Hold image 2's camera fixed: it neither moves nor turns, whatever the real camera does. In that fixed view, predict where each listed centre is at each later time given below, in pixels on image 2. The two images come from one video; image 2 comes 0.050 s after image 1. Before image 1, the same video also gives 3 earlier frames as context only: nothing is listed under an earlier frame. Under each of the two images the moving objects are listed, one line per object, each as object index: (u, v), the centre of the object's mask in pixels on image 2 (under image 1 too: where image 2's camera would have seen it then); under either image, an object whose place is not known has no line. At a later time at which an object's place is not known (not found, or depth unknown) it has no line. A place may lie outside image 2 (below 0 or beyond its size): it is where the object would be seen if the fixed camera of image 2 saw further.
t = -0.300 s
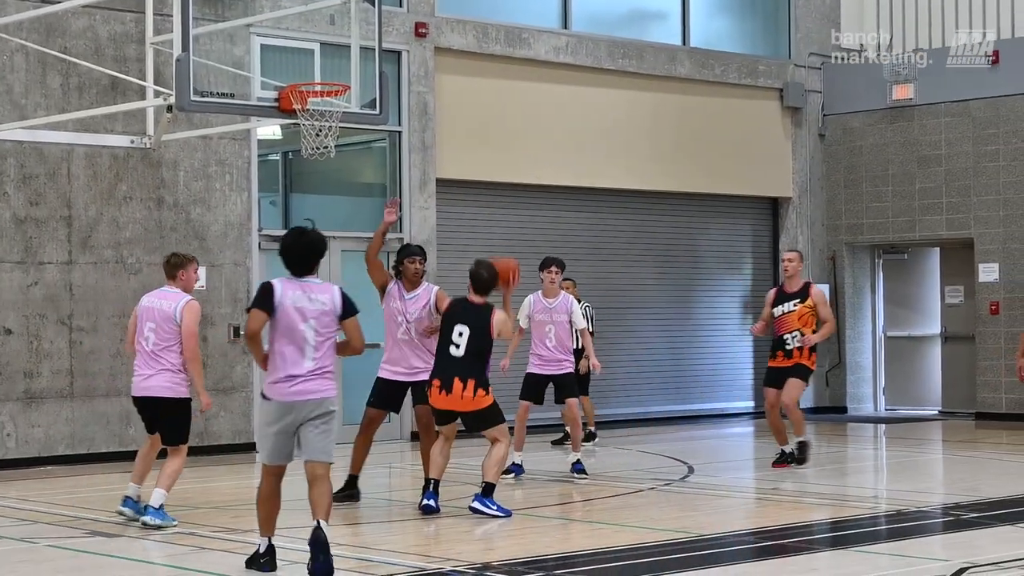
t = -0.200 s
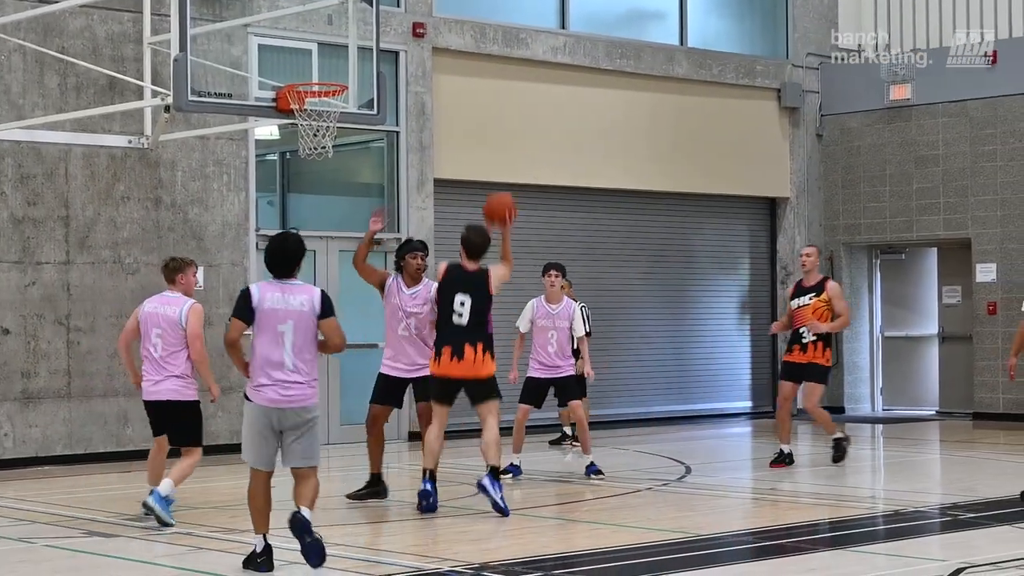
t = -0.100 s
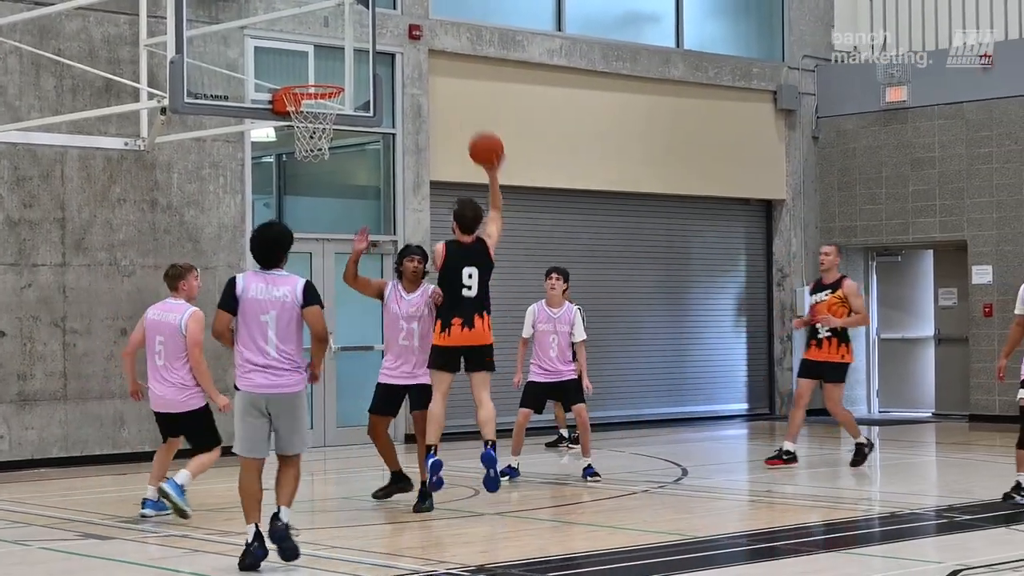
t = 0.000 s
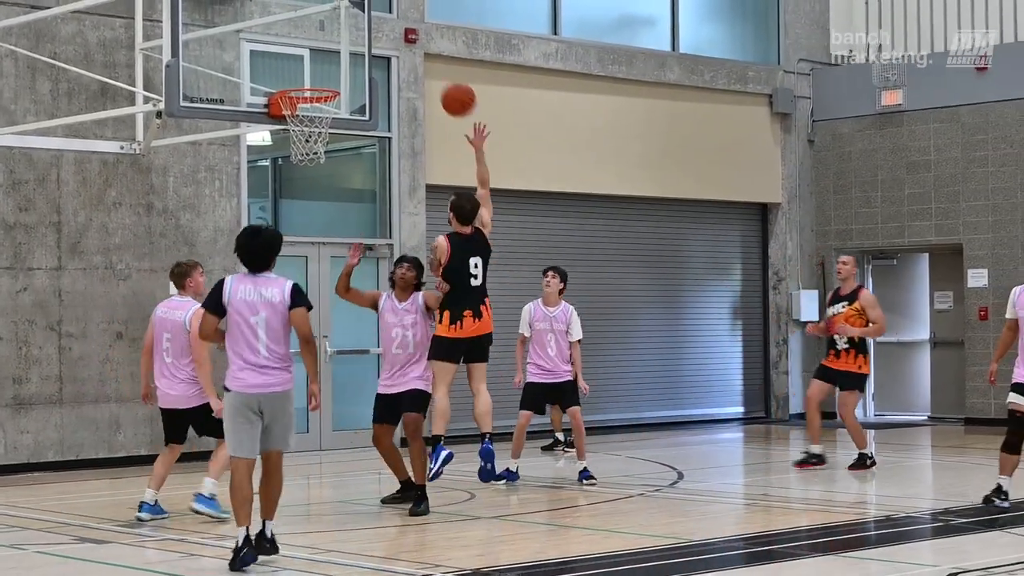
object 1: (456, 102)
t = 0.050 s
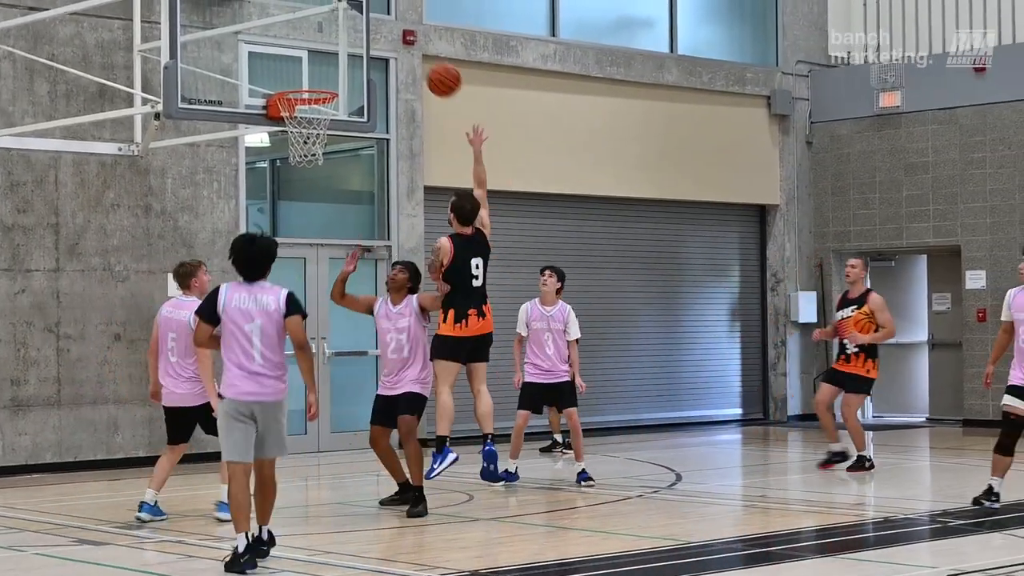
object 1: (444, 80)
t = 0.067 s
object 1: (440, 74)
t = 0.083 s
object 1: (435, 68)
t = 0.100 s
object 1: (432, 62)
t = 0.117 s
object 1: (428, 58)
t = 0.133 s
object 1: (424, 53)
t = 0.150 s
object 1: (420, 48)
